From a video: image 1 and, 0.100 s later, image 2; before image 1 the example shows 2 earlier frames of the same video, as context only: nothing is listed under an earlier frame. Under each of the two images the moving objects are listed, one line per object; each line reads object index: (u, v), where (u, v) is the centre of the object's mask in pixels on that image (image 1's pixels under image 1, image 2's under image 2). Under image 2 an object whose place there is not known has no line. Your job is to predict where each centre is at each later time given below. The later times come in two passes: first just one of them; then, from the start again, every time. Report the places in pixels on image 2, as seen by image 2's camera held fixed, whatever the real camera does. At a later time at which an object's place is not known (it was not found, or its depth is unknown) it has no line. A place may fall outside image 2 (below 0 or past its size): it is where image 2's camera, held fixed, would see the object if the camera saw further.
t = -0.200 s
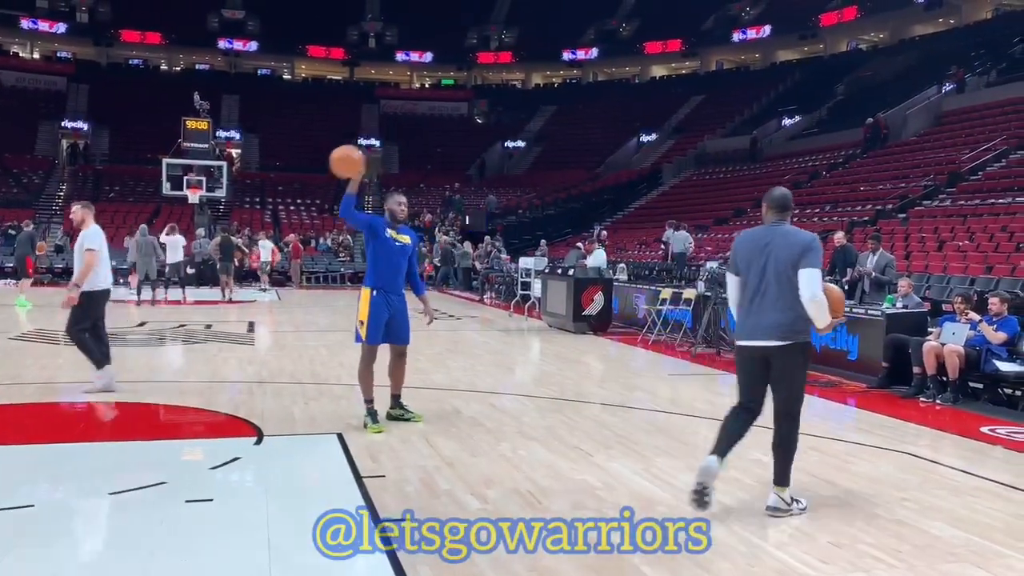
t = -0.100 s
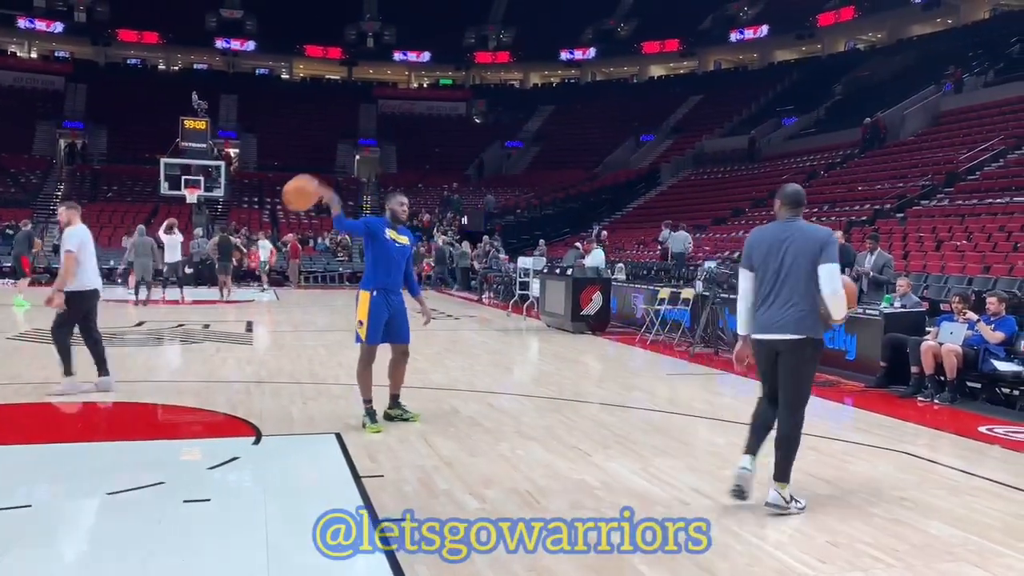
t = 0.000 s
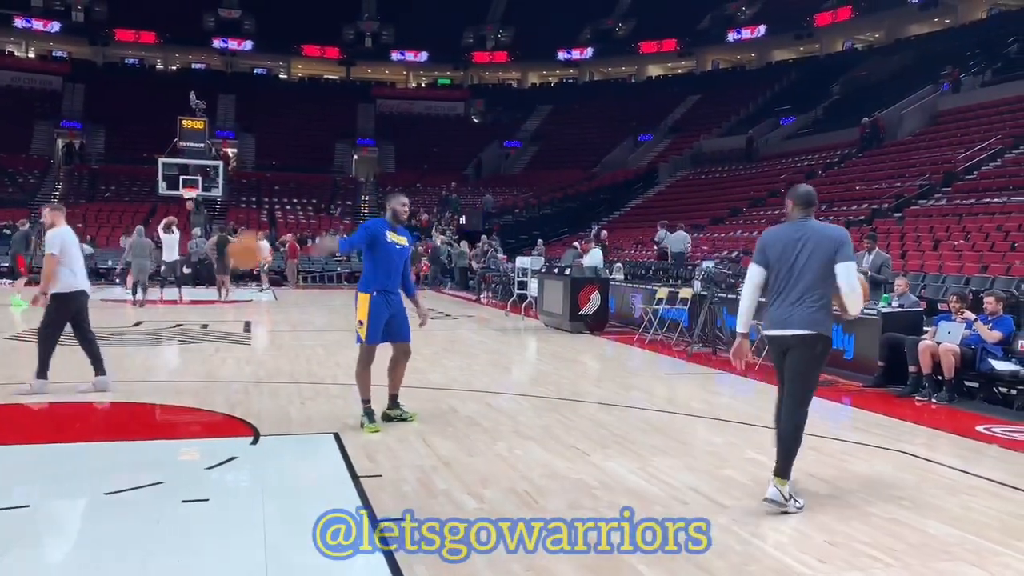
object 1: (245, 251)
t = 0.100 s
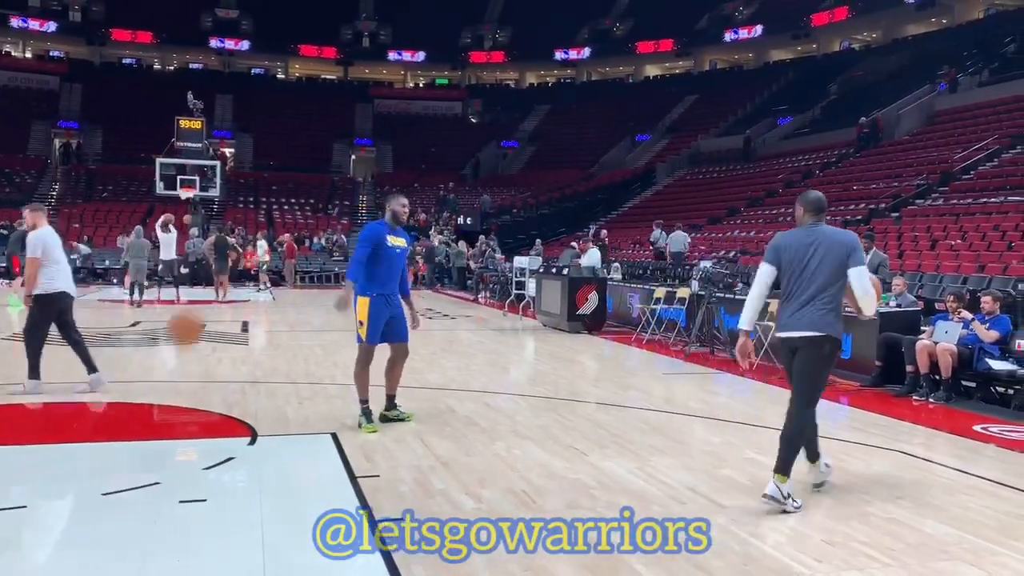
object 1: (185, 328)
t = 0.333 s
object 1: (73, 386)
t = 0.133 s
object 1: (165, 359)
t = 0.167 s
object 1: (145, 390)
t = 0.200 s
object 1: (125, 425)
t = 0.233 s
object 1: (104, 458)
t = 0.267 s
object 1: (93, 432)
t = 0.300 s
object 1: (85, 412)
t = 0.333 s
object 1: (73, 386)
